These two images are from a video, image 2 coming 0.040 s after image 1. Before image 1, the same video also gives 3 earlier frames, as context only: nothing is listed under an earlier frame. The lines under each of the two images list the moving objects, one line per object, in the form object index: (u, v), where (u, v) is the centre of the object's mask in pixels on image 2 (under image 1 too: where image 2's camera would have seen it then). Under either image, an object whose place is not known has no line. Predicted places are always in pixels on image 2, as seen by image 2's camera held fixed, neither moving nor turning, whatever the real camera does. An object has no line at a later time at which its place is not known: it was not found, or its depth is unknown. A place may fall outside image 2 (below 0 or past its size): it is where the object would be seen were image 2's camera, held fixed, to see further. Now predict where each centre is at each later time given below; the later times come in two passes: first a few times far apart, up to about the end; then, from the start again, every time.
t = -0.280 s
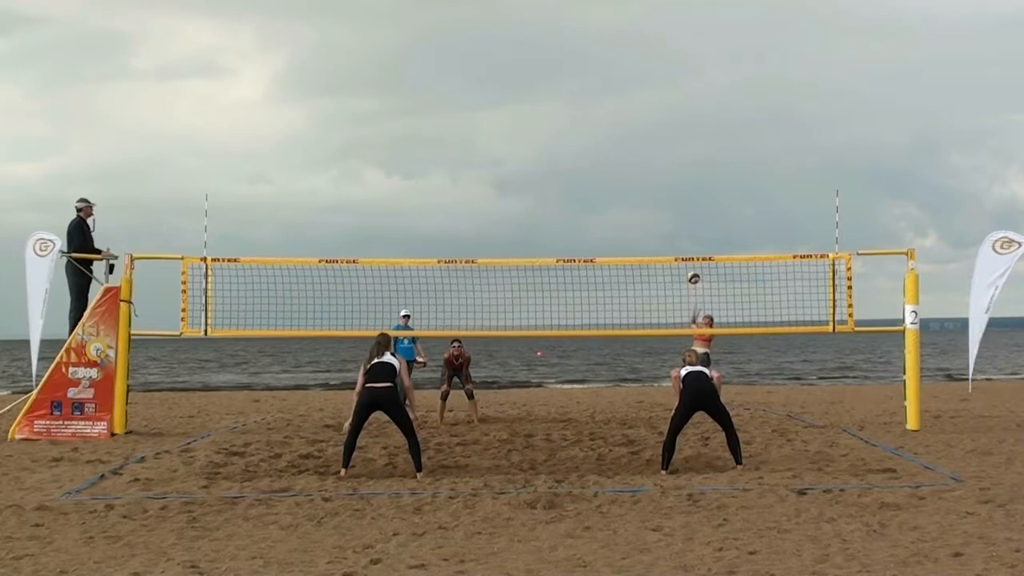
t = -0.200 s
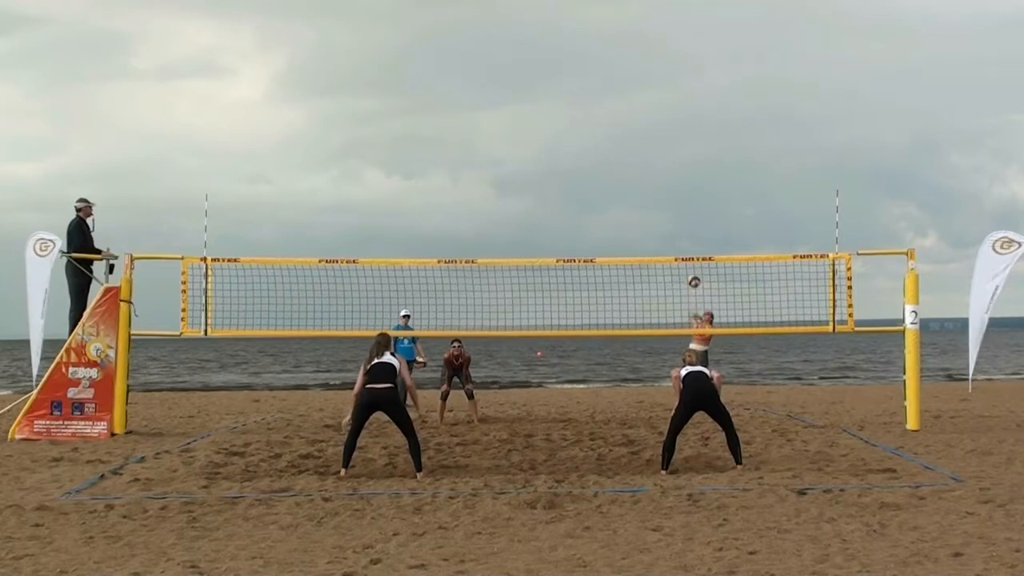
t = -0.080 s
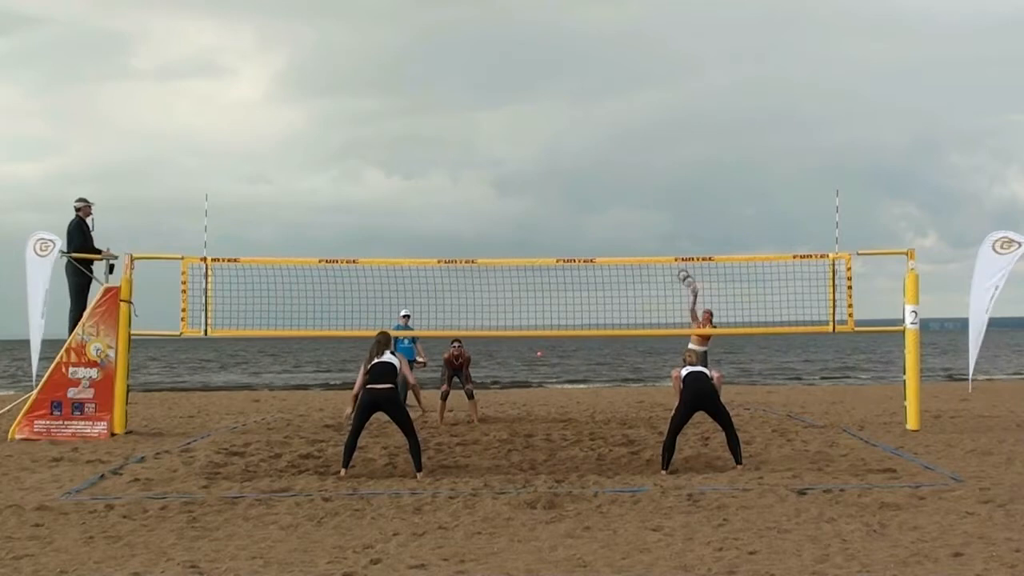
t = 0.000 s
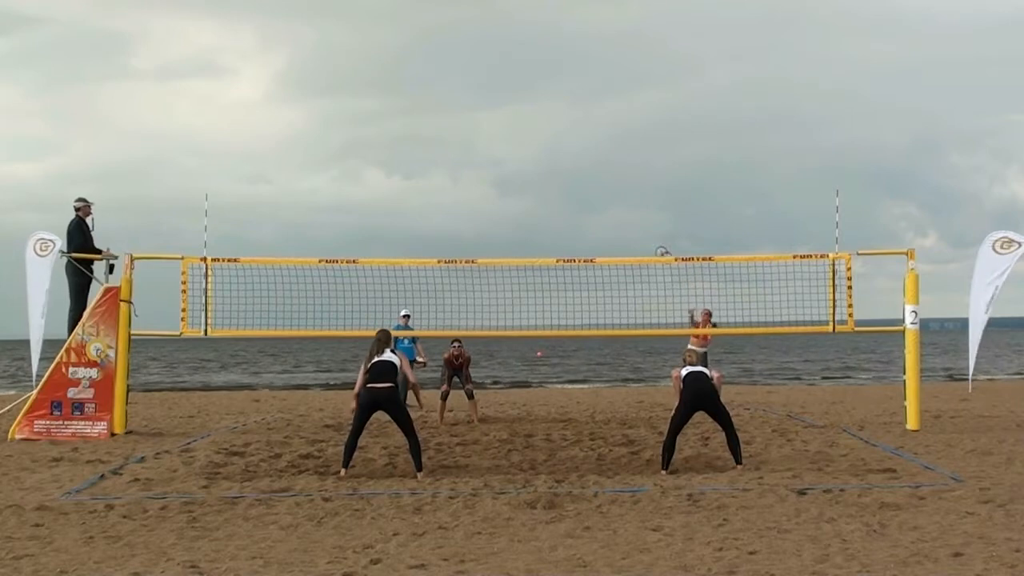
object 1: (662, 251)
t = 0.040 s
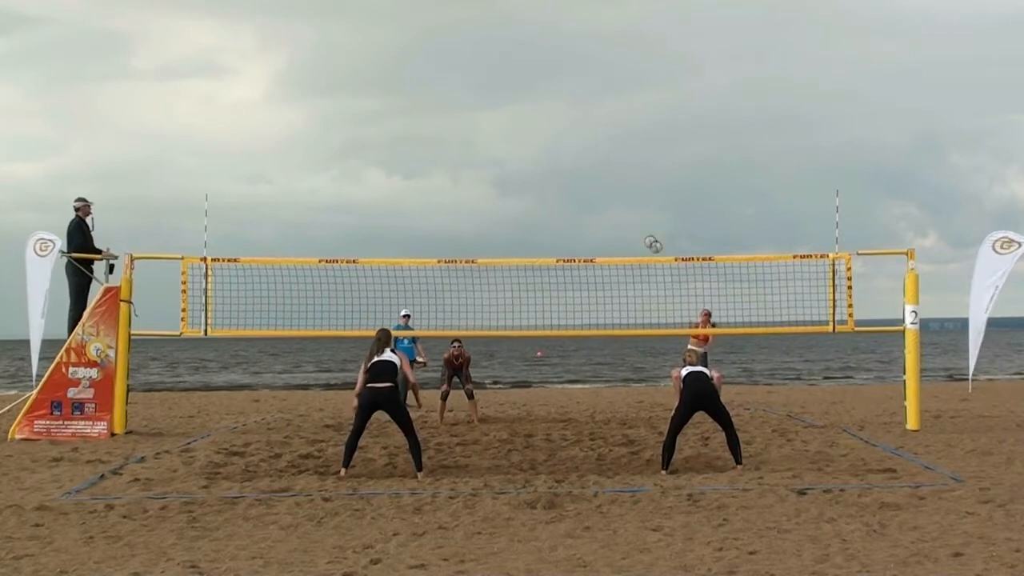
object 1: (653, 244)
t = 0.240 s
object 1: (595, 201)
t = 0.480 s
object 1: (520, 185)
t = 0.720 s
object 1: (442, 214)
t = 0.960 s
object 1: (363, 295)
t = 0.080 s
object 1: (642, 234)
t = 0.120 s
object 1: (630, 224)
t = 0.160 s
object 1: (619, 216)
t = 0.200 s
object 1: (607, 208)
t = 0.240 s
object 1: (595, 201)
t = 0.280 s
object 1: (583, 195)
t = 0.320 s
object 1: (571, 190)
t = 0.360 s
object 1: (558, 187)
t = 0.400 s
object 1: (546, 185)
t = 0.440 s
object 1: (533, 184)
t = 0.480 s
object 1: (520, 185)
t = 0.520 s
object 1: (507, 186)
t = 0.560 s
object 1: (493, 189)
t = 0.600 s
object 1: (480, 193)
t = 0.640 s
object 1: (468, 199)
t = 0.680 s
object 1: (455, 205)
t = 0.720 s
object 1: (442, 214)
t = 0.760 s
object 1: (429, 224)
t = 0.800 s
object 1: (416, 235)
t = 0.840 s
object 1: (403, 248)
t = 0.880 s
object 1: (390, 262)
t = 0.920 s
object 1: (376, 279)
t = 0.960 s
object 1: (363, 295)
